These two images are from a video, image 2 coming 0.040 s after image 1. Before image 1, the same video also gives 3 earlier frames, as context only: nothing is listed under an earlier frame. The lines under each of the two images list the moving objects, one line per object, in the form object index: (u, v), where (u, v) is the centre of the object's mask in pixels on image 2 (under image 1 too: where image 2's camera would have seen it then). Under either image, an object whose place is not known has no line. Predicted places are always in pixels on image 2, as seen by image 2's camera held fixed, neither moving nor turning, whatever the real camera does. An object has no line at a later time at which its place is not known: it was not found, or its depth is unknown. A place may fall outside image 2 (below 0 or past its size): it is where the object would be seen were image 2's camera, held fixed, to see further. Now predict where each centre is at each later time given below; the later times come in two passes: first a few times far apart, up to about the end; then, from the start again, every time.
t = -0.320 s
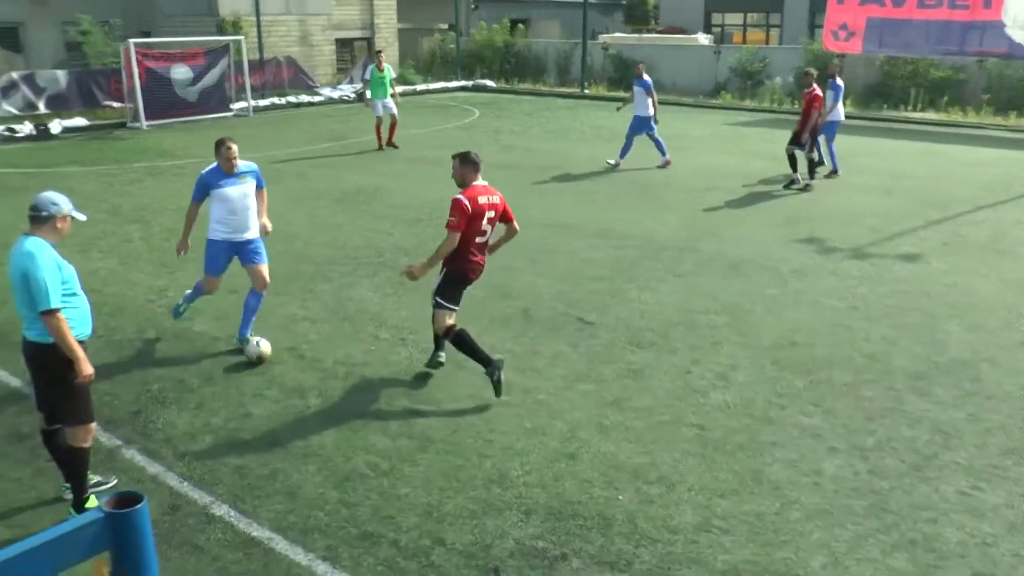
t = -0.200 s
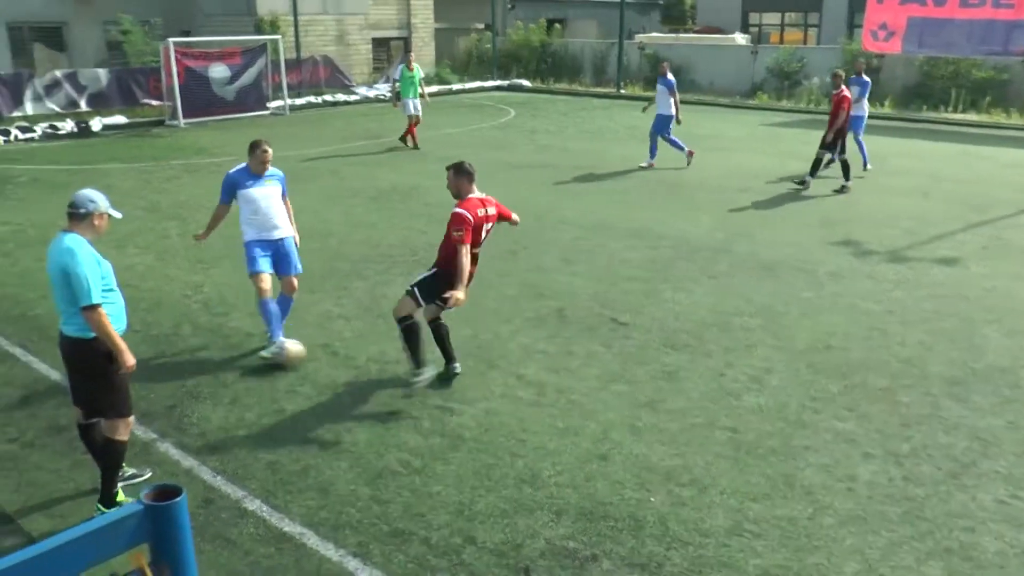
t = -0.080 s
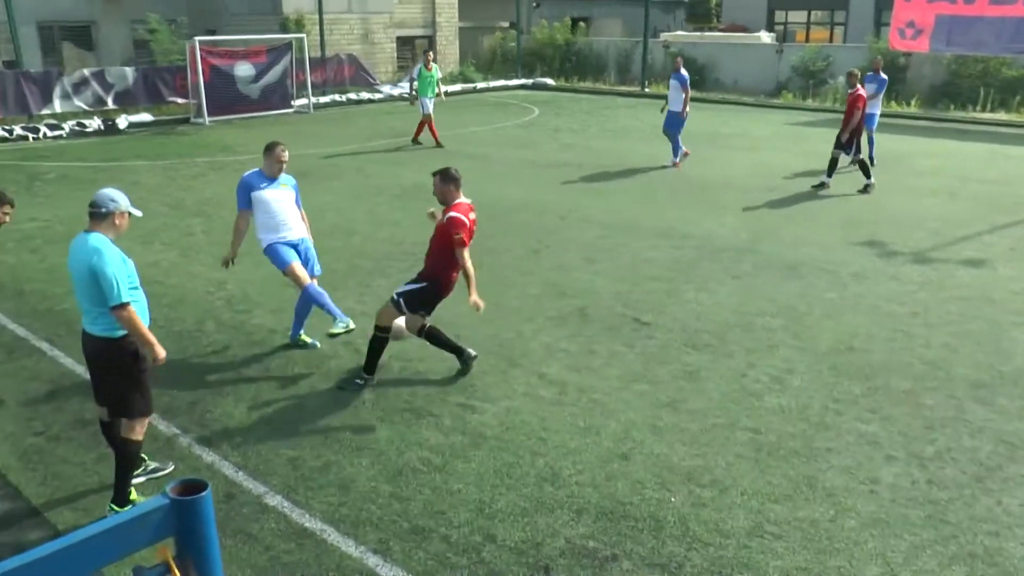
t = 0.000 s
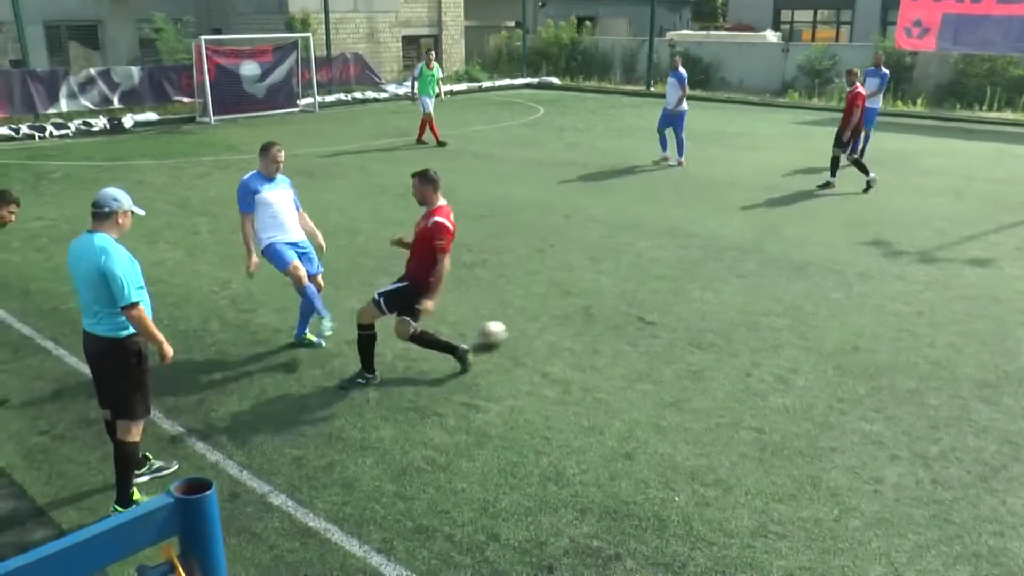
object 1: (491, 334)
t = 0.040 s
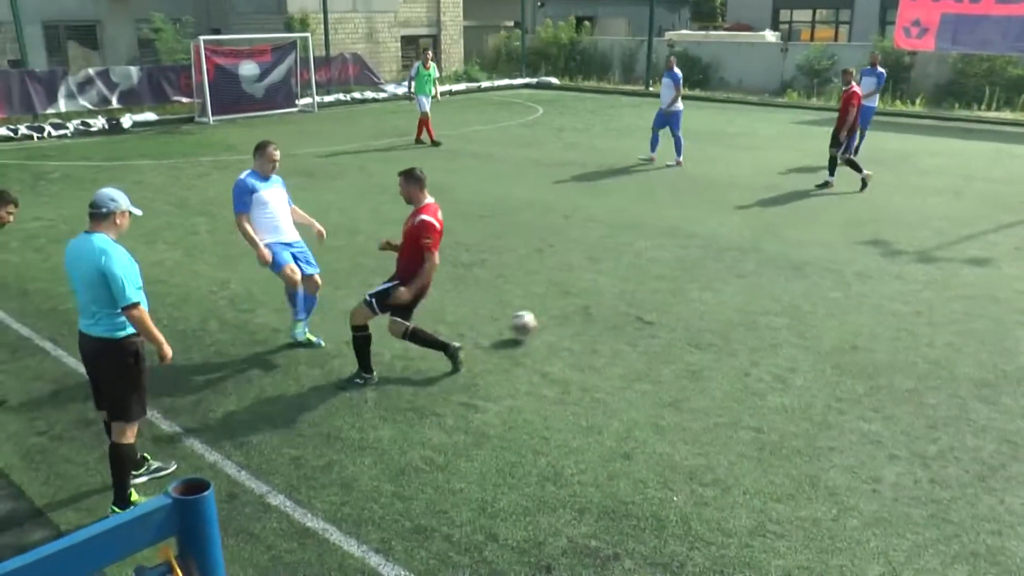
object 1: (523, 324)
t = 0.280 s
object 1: (683, 294)
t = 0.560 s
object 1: (798, 274)
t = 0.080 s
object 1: (553, 315)
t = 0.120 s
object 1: (583, 310)
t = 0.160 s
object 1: (611, 306)
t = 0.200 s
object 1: (638, 305)
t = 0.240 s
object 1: (662, 301)
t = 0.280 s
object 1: (683, 294)
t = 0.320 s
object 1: (703, 288)
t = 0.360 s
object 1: (721, 286)
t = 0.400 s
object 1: (740, 285)
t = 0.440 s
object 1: (756, 283)
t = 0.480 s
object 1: (772, 279)
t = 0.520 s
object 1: (784, 275)
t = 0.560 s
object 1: (798, 274)
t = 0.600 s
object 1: (811, 270)
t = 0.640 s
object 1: (823, 267)
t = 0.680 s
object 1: (835, 265)
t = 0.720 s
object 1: (846, 261)
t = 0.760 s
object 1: (857, 259)
